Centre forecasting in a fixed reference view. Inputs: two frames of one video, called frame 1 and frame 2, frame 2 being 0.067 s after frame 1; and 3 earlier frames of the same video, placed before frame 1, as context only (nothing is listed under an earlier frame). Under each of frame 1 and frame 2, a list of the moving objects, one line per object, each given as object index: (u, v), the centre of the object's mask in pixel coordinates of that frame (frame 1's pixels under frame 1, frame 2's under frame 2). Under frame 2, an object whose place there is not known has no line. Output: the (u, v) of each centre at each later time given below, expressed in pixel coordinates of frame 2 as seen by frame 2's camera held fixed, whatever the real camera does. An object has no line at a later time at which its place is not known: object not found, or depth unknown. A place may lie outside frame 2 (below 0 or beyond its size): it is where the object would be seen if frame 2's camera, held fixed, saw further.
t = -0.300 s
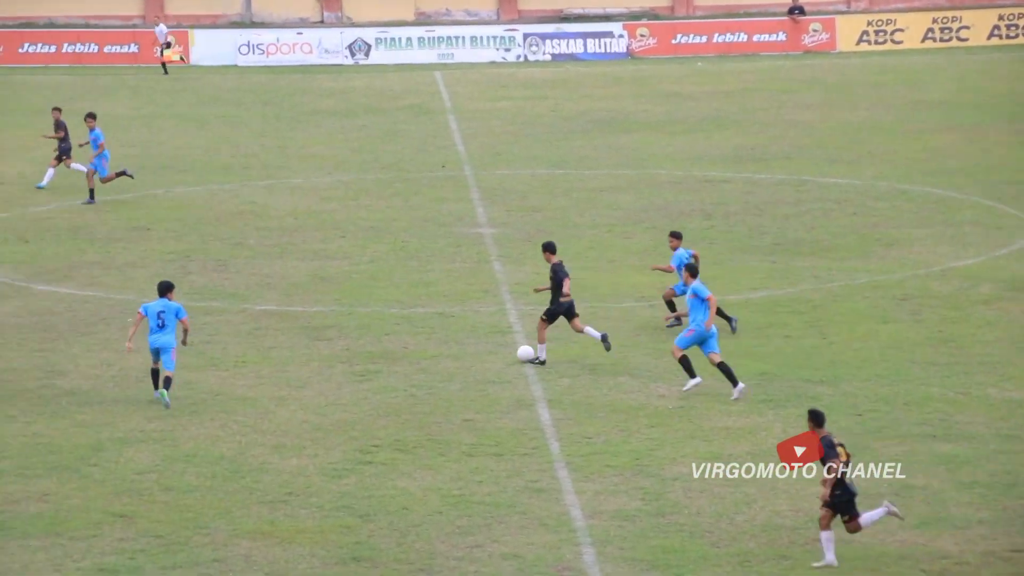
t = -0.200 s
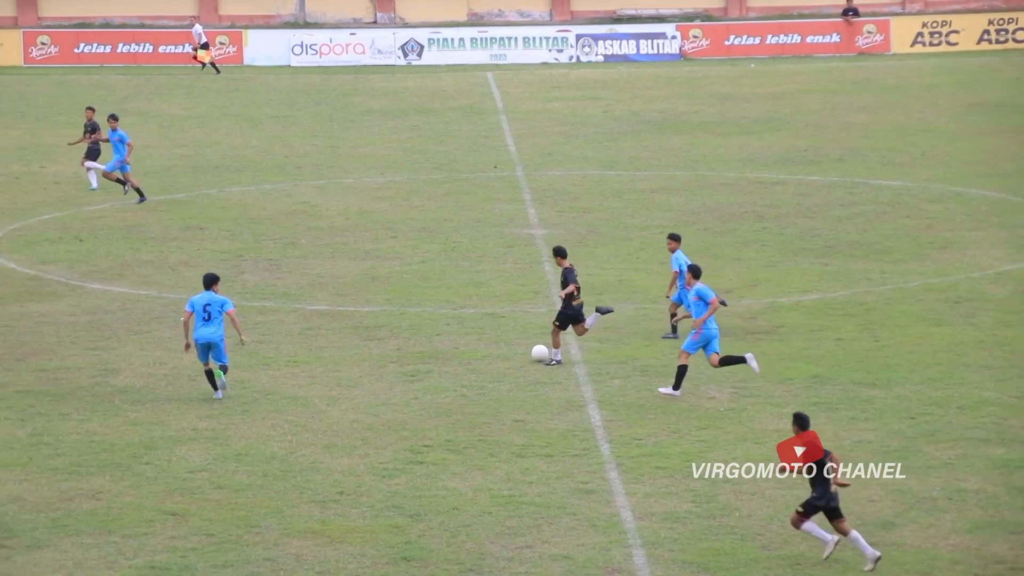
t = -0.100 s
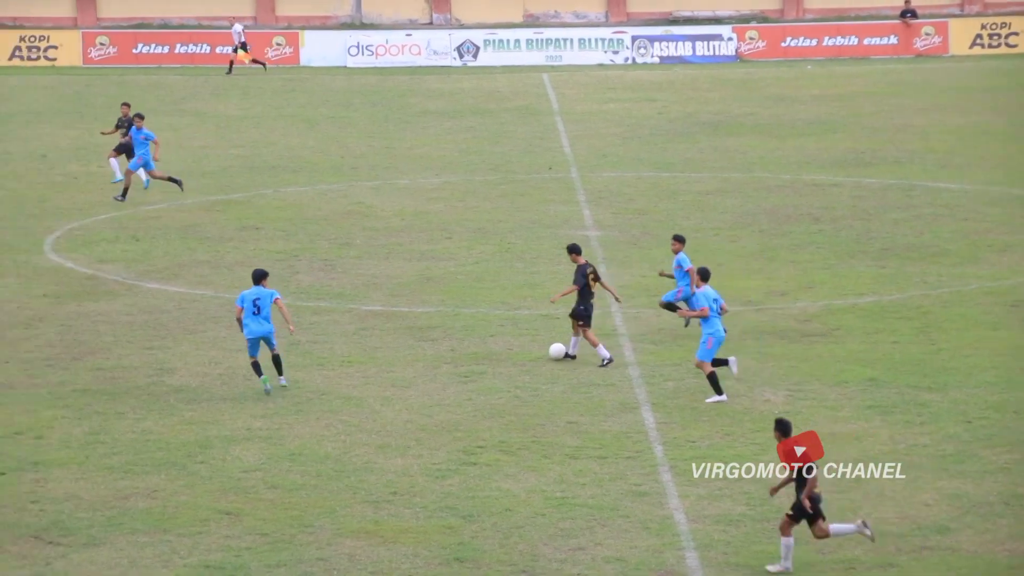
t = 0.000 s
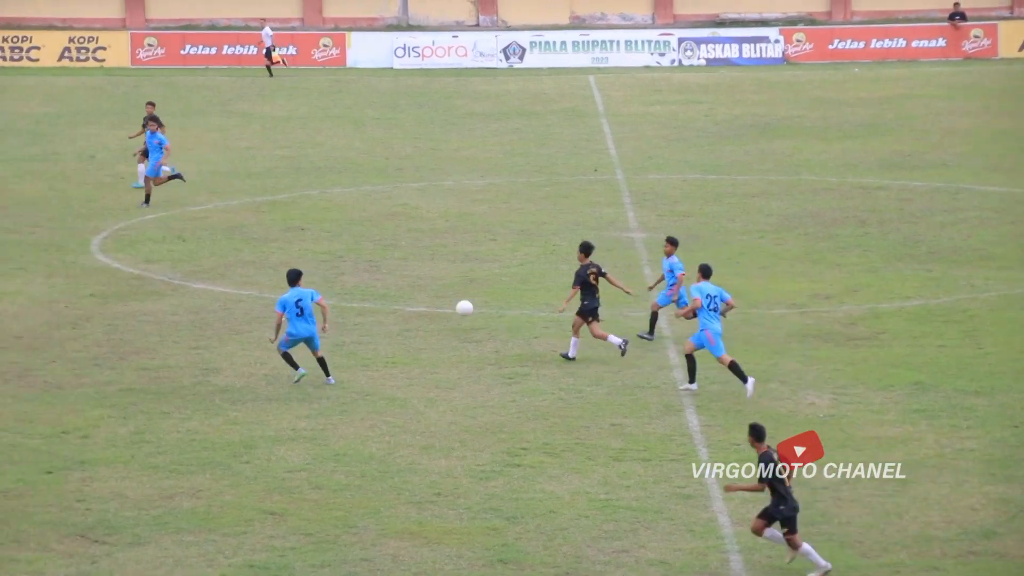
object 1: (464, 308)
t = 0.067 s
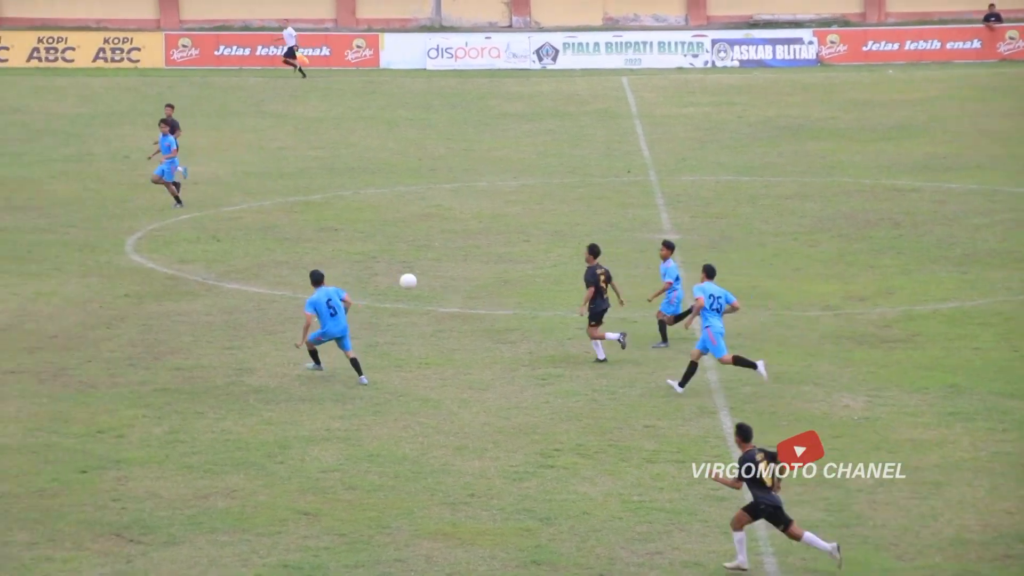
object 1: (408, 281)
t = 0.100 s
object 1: (365, 268)
